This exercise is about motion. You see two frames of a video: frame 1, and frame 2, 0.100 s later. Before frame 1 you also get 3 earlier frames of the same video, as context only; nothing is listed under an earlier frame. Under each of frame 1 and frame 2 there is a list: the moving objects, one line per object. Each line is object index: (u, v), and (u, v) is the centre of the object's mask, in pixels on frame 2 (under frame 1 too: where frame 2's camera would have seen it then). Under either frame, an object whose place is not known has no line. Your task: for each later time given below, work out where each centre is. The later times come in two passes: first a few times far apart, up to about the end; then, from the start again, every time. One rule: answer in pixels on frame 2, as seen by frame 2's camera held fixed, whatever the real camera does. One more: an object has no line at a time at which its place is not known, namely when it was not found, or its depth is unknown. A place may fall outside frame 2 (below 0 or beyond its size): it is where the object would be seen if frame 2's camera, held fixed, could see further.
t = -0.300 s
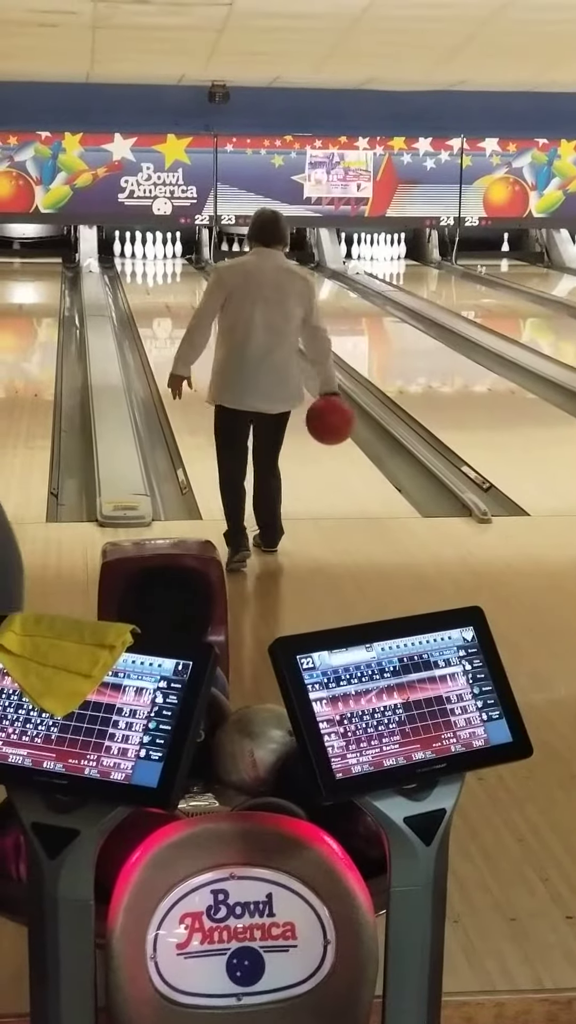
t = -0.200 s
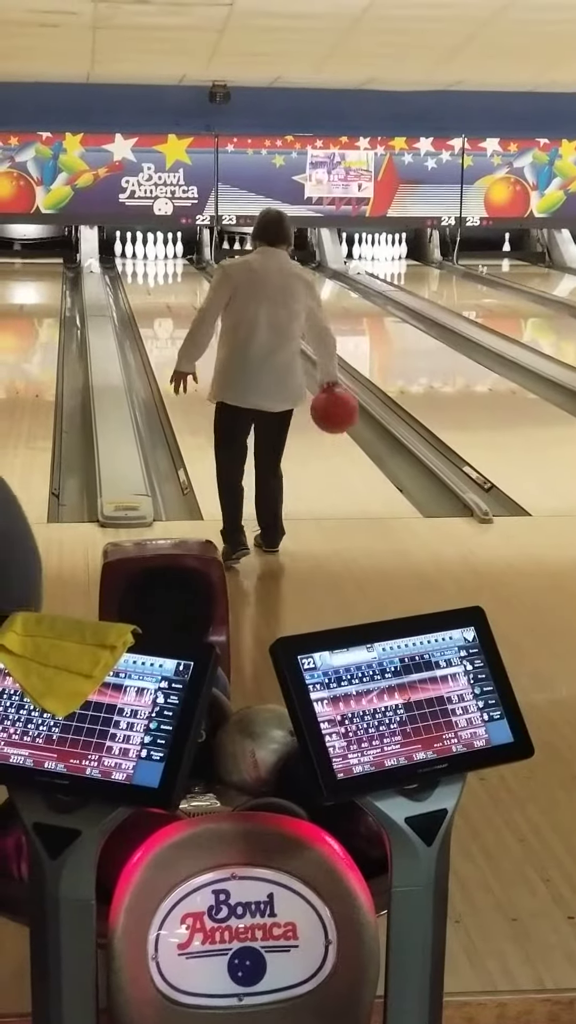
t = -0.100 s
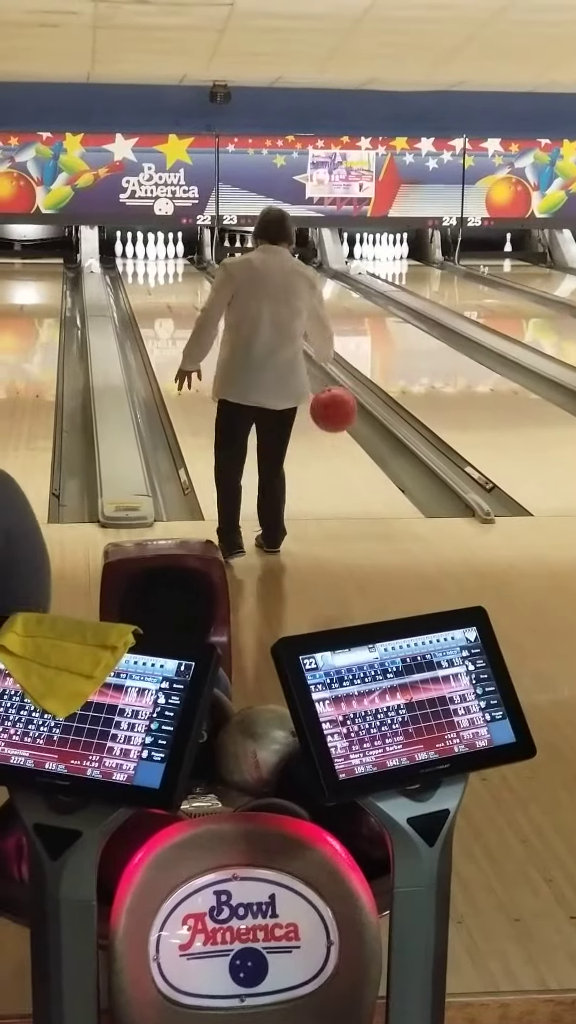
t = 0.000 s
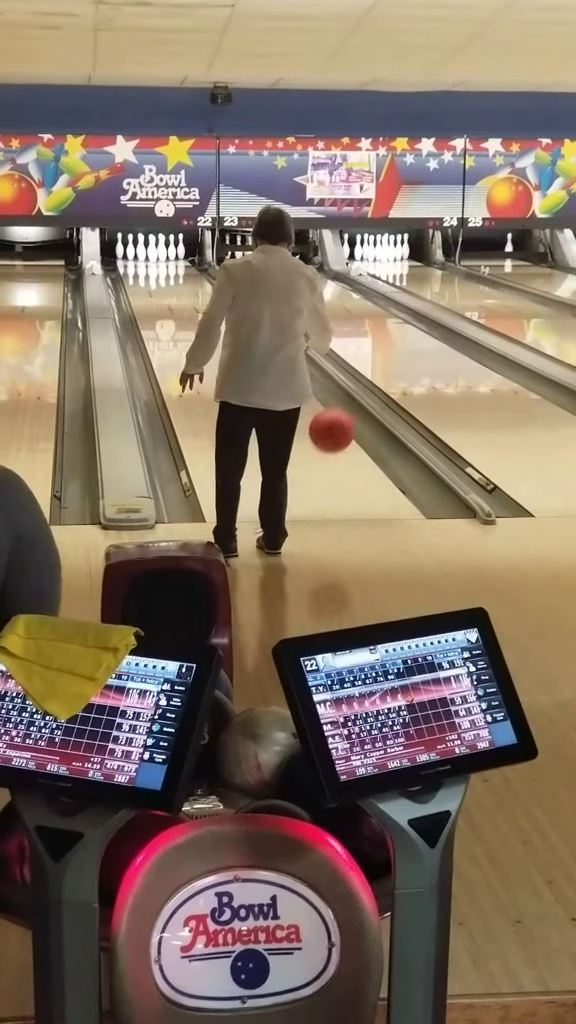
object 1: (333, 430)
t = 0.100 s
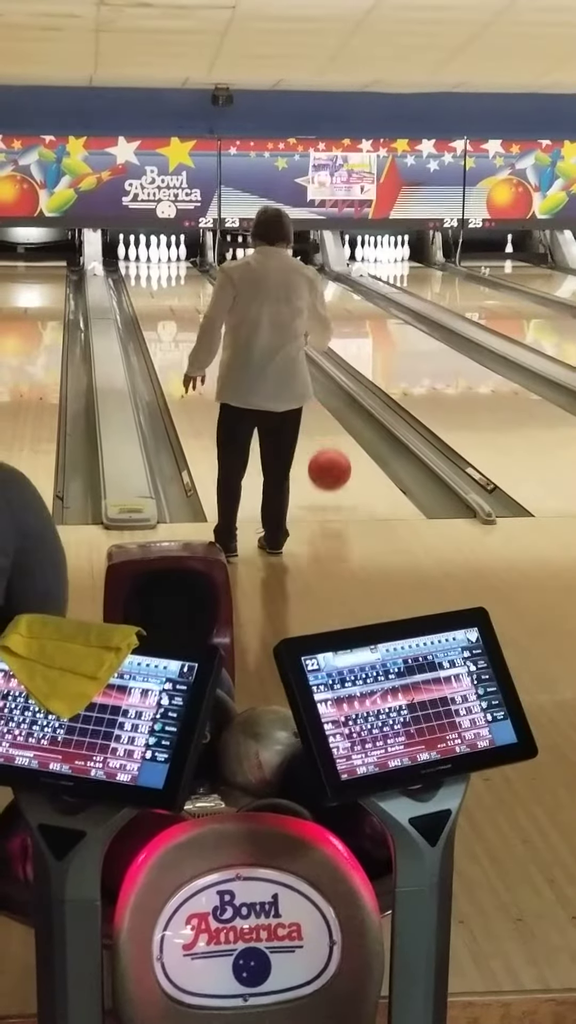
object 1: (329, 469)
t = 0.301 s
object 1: (325, 468)
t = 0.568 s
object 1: (320, 446)
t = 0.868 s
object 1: (314, 425)
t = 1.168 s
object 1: (308, 409)
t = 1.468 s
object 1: (305, 394)
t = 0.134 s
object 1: (328, 483)
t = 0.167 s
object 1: (328, 477)
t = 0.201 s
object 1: (327, 474)
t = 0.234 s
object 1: (327, 474)
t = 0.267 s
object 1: (326, 472)
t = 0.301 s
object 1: (325, 468)
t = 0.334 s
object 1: (325, 465)
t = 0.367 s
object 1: (324, 462)
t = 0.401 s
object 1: (323, 460)
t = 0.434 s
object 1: (322, 457)
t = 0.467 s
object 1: (322, 454)
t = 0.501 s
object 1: (321, 451)
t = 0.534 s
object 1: (320, 448)
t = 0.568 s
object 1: (320, 446)
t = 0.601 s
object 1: (319, 443)
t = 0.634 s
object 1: (318, 441)
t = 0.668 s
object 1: (317, 438)
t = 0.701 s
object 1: (317, 436)
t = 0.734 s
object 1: (316, 434)
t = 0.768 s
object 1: (315, 432)
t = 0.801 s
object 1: (315, 429)
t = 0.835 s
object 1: (314, 427)
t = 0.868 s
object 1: (314, 425)
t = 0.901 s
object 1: (313, 423)
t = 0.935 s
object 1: (312, 421)
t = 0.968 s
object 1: (311, 419)
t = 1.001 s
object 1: (311, 416)
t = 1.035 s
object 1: (310, 415)
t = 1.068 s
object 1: (310, 412)
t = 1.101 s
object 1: (309, 412)
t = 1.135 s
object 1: (309, 410)
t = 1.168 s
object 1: (308, 409)
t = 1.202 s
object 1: (308, 407)
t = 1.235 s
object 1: (308, 406)
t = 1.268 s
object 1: (307, 405)
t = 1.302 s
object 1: (307, 403)
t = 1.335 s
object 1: (307, 400)
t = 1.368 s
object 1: (306, 398)
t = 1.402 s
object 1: (306, 397)
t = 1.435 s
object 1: (306, 396)
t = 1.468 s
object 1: (305, 394)
